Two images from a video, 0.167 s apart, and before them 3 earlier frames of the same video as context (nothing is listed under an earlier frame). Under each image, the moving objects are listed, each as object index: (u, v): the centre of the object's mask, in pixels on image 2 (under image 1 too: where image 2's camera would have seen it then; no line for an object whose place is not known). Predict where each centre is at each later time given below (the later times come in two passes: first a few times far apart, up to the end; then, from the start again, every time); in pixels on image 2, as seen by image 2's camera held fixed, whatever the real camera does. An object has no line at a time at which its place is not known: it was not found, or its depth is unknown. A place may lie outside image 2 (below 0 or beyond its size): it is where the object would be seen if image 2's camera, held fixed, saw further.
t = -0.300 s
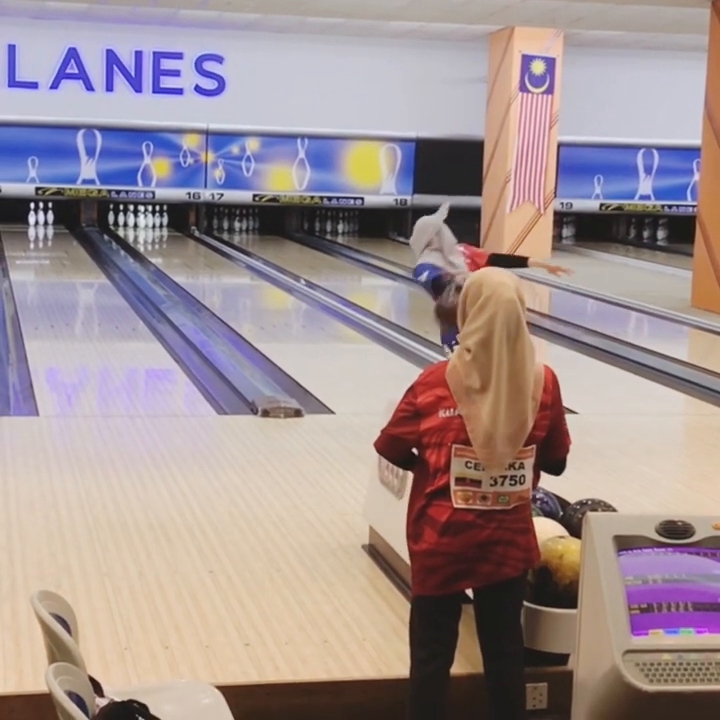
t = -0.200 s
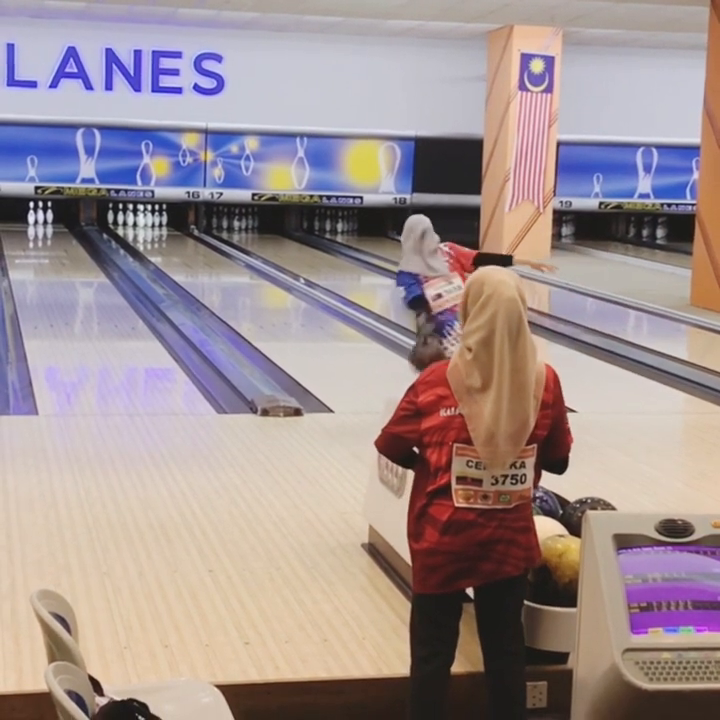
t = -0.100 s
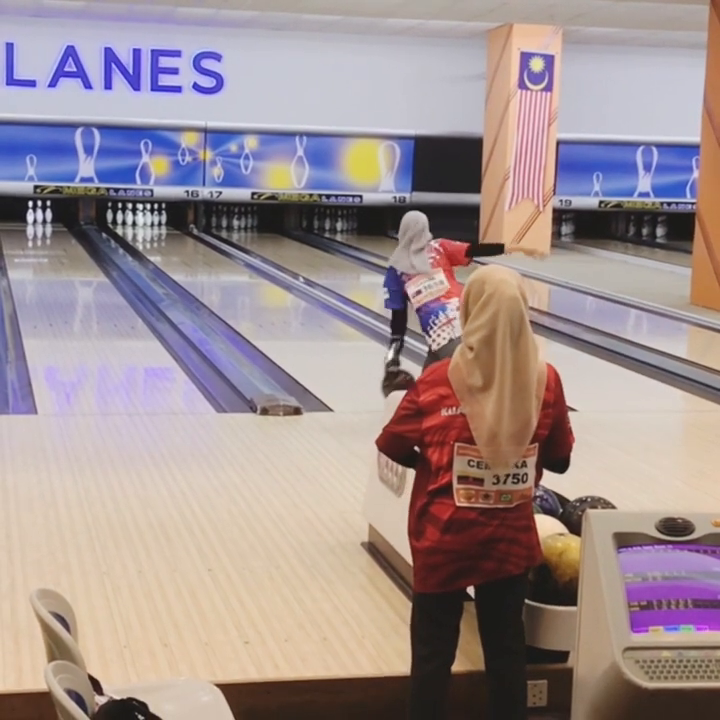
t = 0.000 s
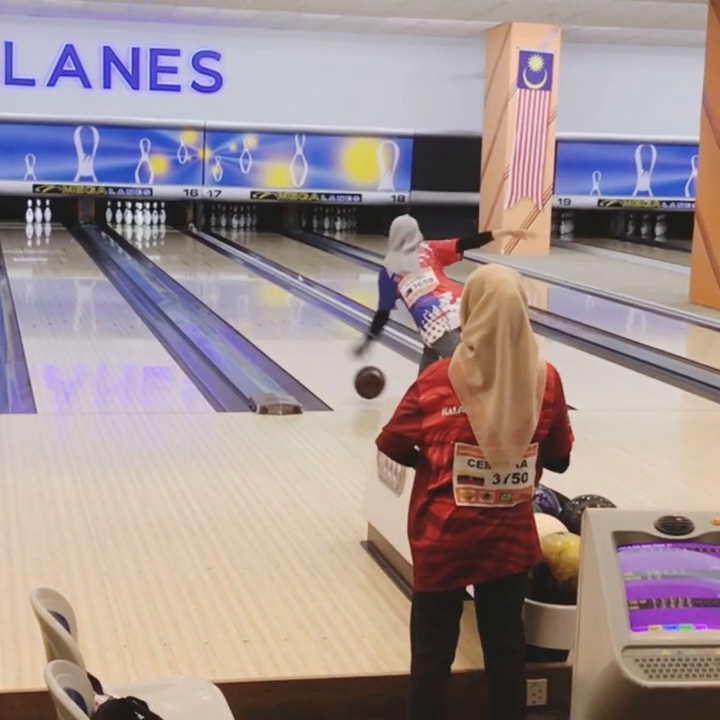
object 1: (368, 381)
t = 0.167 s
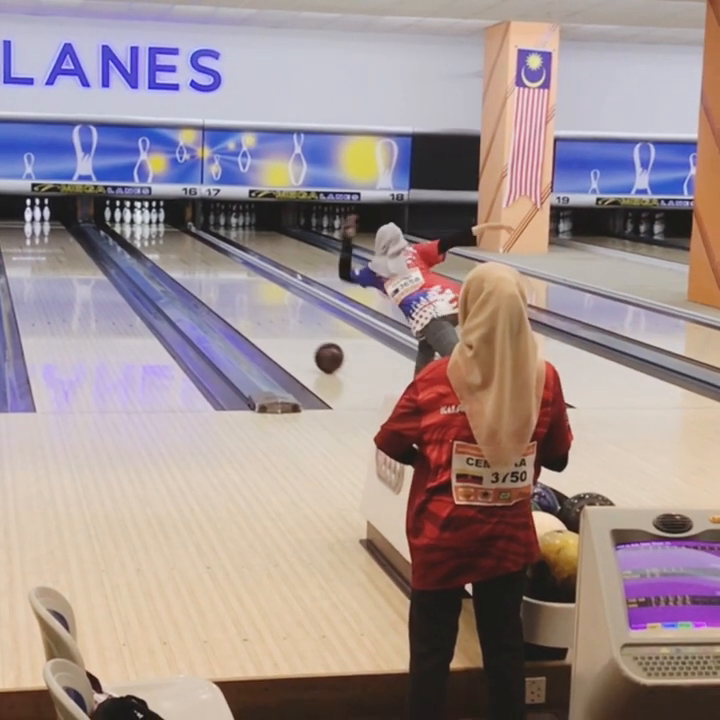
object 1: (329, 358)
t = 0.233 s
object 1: (315, 348)
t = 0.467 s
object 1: (276, 320)
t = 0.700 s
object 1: (246, 299)
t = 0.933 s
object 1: (221, 281)
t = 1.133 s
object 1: (204, 269)
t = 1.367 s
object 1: (187, 257)
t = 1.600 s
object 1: (172, 247)
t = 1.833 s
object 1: (161, 238)
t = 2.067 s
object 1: (152, 231)
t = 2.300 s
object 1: (146, 225)
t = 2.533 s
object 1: (143, 219)
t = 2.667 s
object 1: (145, 217)
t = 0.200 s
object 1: (322, 353)
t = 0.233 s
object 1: (315, 348)
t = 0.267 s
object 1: (309, 344)
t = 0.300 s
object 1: (303, 339)
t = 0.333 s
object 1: (297, 335)
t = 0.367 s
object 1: (292, 331)
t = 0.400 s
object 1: (286, 327)
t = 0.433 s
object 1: (281, 324)
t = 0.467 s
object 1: (276, 320)
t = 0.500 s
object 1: (271, 317)
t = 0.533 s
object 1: (267, 314)
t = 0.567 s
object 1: (262, 311)
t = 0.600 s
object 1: (258, 308)
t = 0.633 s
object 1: (254, 304)
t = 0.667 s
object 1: (250, 302)
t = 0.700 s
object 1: (246, 299)
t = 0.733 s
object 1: (242, 296)
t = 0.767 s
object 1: (238, 293)
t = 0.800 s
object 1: (234, 291)
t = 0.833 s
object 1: (231, 288)
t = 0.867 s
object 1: (228, 286)
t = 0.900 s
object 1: (224, 284)
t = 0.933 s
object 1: (221, 281)
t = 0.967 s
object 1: (218, 279)
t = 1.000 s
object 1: (215, 277)
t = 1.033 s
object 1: (212, 275)
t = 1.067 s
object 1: (209, 273)
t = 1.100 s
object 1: (206, 271)
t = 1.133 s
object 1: (204, 269)
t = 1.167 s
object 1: (201, 267)
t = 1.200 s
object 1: (199, 265)
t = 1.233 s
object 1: (196, 264)
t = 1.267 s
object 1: (194, 262)
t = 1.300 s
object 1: (191, 260)
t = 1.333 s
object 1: (189, 259)
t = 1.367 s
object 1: (187, 257)
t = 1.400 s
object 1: (185, 255)
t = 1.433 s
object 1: (183, 254)
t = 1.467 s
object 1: (181, 253)
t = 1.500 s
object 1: (179, 251)
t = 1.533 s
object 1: (177, 249)
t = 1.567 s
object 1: (175, 248)
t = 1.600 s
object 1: (172, 247)
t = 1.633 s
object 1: (171, 245)
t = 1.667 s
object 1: (169, 244)
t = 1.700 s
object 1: (167, 243)
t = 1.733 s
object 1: (165, 241)
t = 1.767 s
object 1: (164, 240)
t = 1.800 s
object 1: (162, 239)
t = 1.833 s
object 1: (161, 238)
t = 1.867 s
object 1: (159, 236)
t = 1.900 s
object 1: (157, 235)
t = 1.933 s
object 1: (157, 234)
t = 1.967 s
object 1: (155, 233)
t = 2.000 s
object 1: (154, 233)
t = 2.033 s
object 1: (153, 231)
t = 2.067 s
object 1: (152, 231)
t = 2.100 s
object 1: (151, 230)
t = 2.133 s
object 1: (150, 229)
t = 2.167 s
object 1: (149, 228)
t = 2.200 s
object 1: (148, 227)
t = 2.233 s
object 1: (147, 226)
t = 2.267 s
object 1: (147, 225)
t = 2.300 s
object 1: (146, 225)
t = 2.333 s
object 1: (145, 224)
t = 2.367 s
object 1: (145, 223)
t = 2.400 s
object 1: (144, 222)
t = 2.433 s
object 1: (144, 222)
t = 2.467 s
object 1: (144, 221)
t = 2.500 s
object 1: (143, 220)
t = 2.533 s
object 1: (143, 219)
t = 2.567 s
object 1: (143, 218)
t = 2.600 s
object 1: (144, 217)
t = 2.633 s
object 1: (144, 217)
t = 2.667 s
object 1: (145, 217)
